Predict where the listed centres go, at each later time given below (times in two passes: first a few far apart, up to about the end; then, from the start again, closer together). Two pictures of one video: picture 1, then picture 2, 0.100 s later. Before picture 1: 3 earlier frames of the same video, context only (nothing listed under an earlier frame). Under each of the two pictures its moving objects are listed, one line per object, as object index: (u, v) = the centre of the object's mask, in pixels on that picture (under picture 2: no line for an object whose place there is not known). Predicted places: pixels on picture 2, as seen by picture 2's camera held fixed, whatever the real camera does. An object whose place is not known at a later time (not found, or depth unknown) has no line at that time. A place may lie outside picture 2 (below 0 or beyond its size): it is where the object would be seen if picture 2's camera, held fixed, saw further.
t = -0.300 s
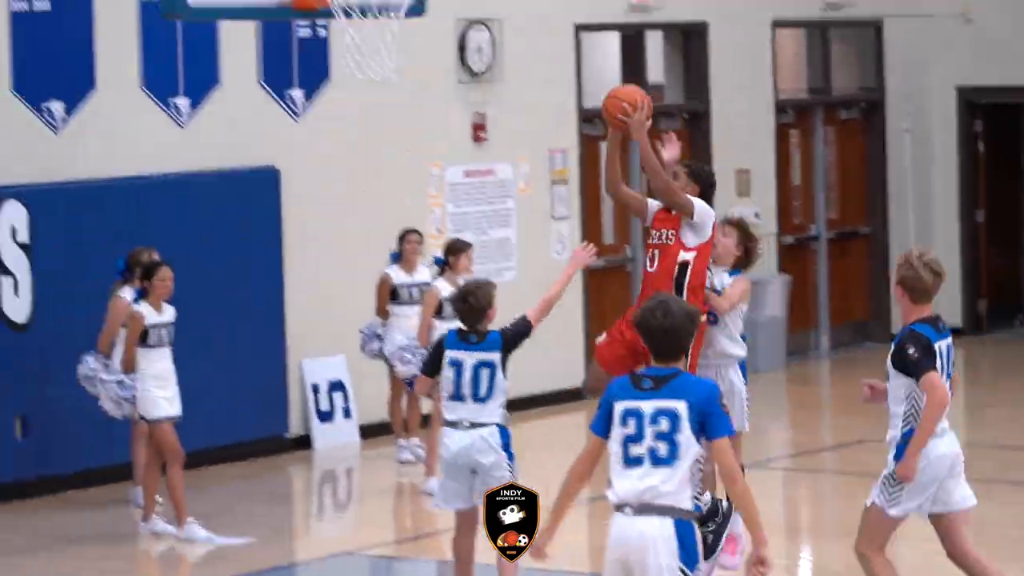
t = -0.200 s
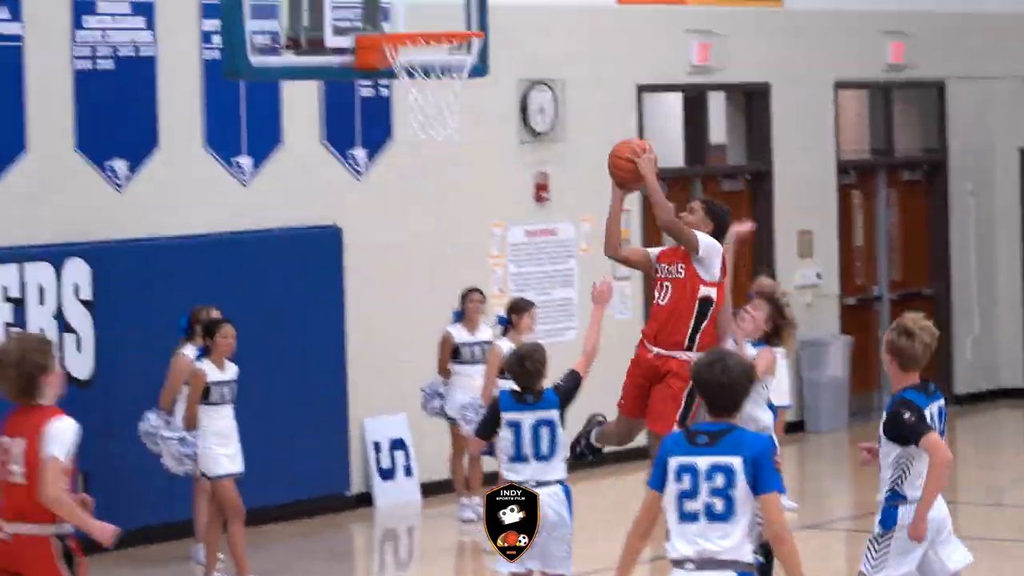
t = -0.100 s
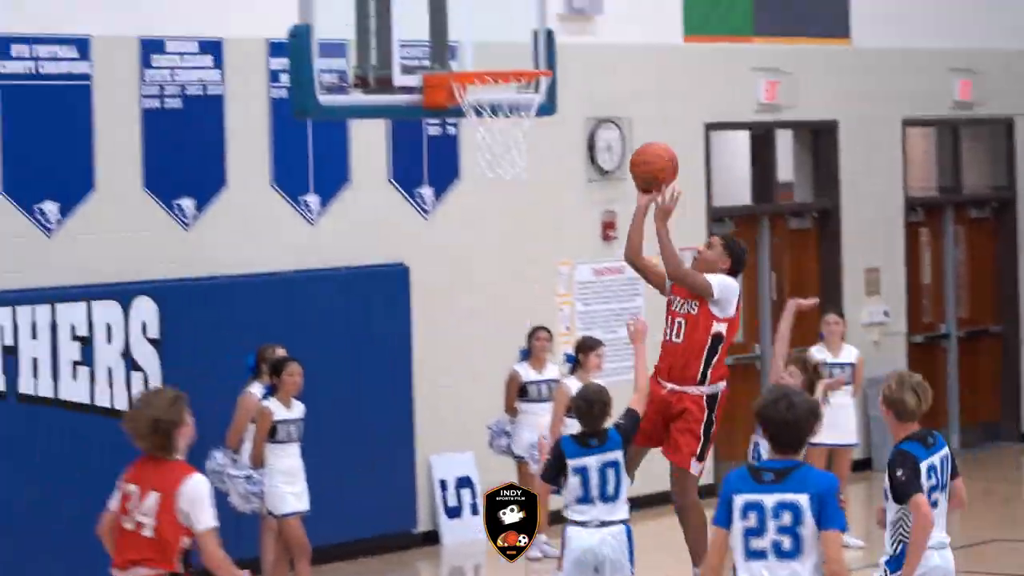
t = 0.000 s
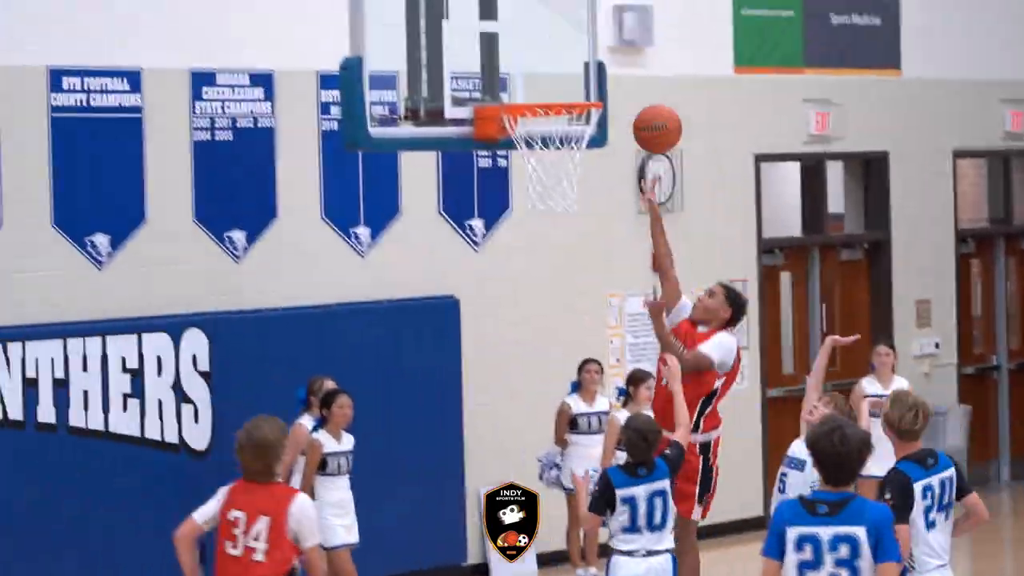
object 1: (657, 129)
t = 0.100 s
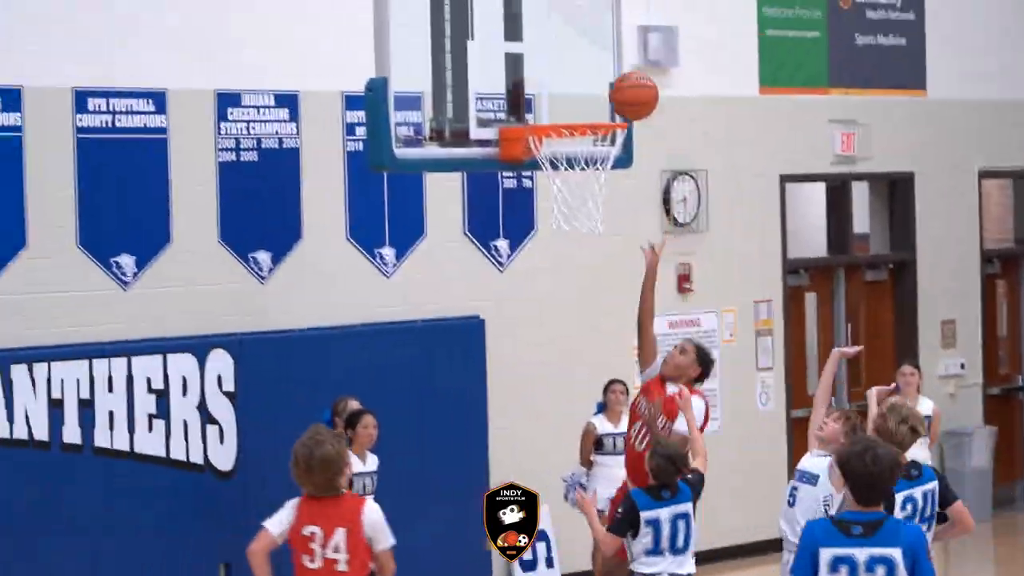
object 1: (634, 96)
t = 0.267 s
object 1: (558, 51)
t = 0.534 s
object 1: (573, 98)
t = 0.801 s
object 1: (584, 218)
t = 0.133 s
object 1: (617, 82)
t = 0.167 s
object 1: (600, 71)
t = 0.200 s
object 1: (585, 62)
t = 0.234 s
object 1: (568, 55)
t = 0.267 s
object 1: (558, 51)
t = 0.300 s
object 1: (559, 48)
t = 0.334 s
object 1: (561, 48)
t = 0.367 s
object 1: (563, 51)
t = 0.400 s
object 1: (565, 56)
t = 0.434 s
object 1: (566, 63)
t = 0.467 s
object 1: (568, 72)
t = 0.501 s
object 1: (570, 84)
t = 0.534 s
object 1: (573, 98)
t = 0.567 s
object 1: (575, 108)
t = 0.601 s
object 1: (578, 130)
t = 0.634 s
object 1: (581, 147)
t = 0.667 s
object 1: (582, 160)
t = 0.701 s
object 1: (584, 178)
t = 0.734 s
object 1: (585, 193)
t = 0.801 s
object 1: (584, 218)
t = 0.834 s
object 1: (583, 229)
